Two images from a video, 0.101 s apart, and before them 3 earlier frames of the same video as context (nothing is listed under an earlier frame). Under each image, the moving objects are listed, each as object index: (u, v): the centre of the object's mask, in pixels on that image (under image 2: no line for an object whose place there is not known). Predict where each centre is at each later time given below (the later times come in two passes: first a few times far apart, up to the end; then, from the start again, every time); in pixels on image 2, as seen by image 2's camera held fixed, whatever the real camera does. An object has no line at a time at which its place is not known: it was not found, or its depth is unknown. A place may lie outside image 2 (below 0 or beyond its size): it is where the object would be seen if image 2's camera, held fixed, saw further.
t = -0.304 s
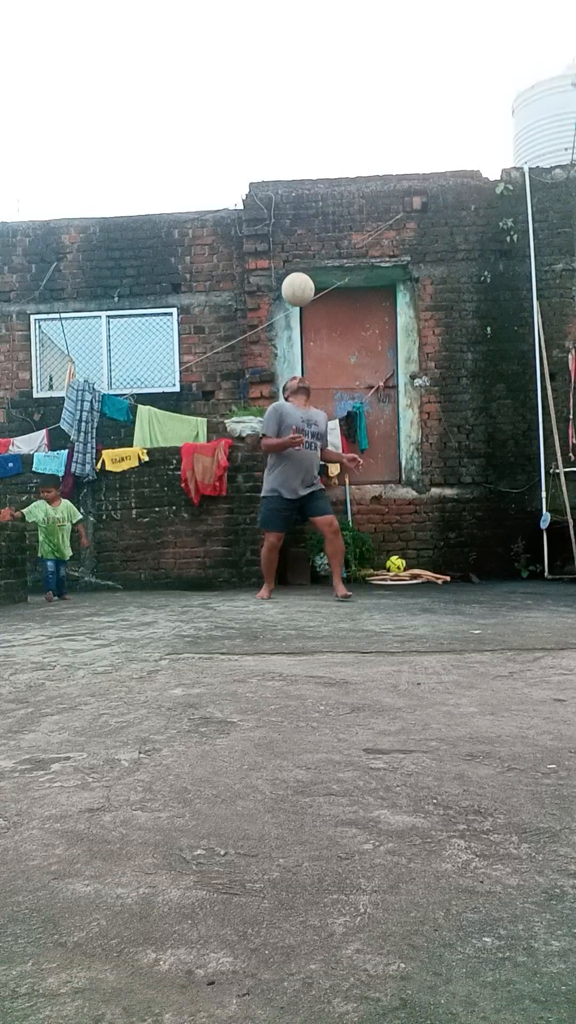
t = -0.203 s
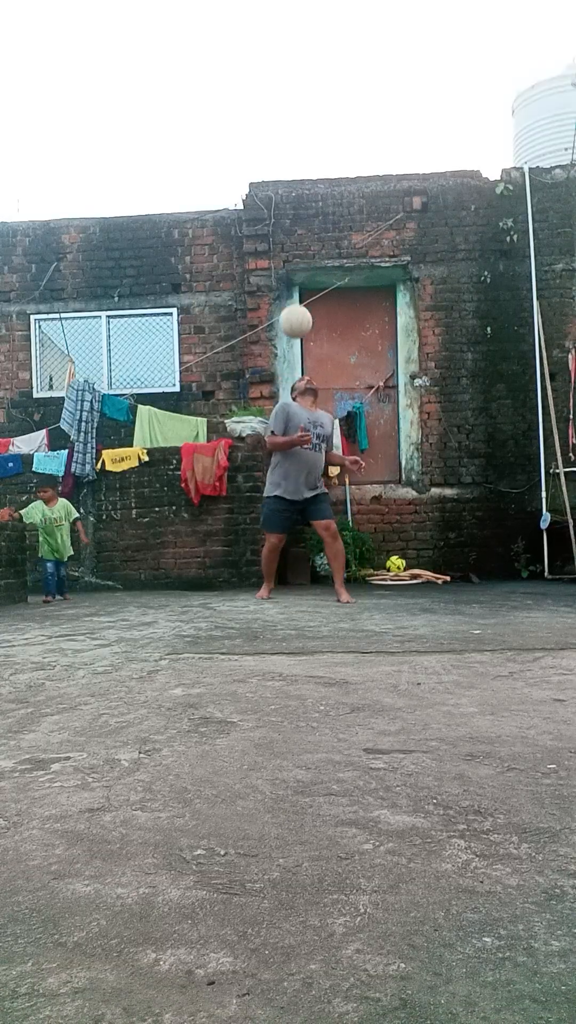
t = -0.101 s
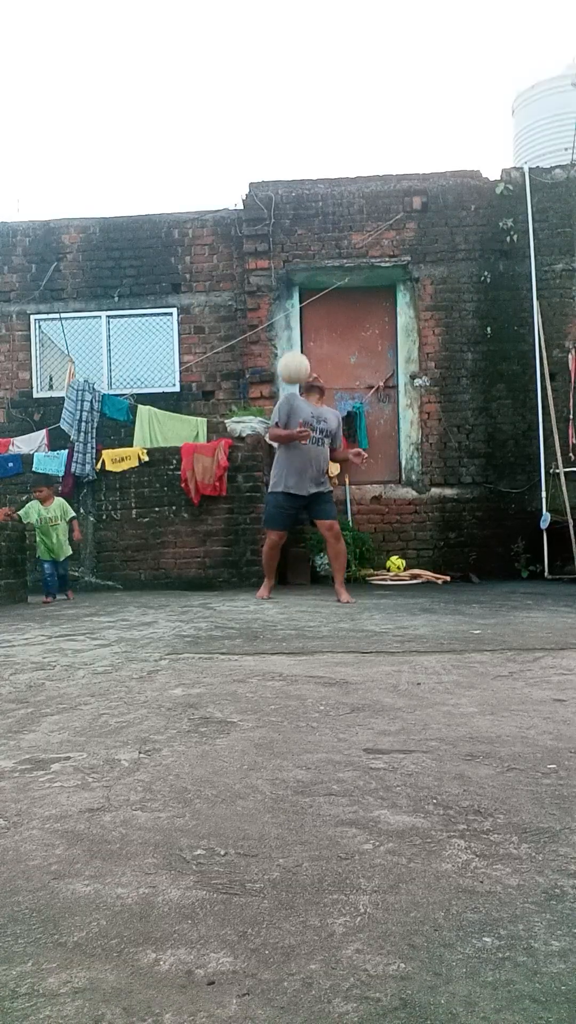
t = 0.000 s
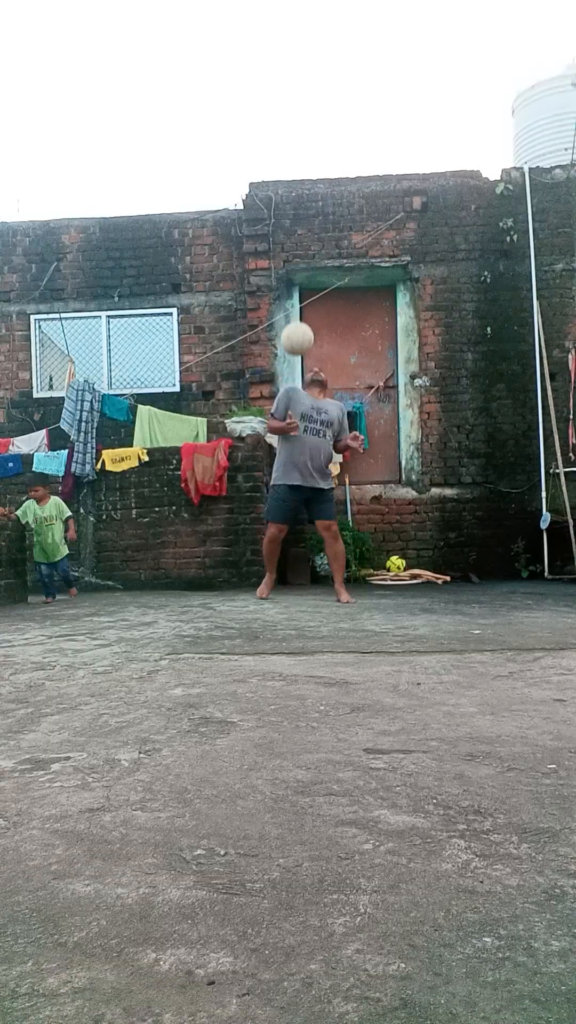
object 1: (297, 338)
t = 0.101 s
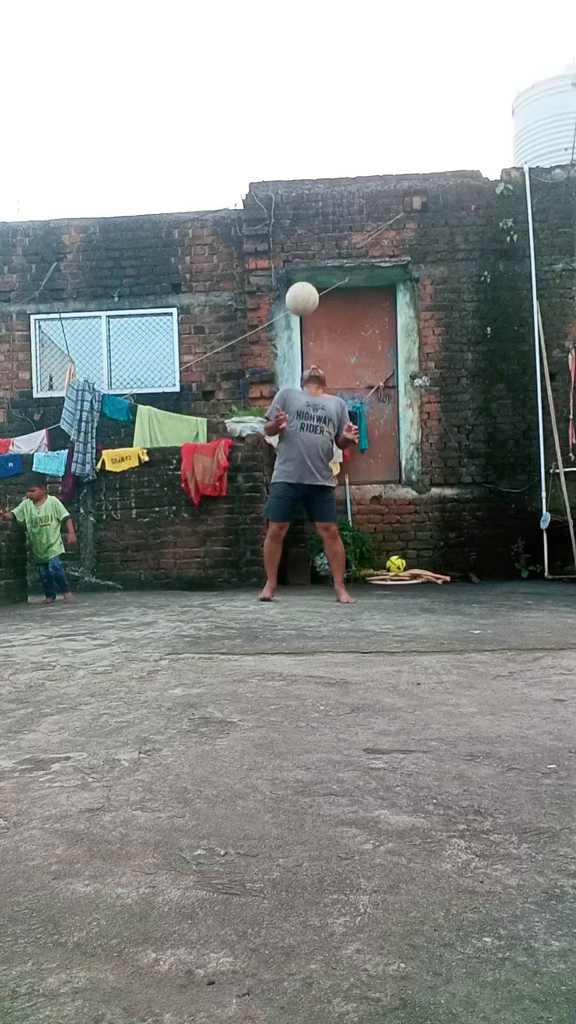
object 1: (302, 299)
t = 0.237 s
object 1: (309, 270)
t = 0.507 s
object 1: (326, 289)
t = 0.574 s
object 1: (330, 310)
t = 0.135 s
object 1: (304, 289)
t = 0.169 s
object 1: (305, 281)
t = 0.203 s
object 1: (307, 275)
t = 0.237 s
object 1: (309, 270)
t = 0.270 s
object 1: (311, 266)
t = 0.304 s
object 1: (313, 265)
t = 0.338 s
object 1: (315, 265)
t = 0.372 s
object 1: (317, 267)
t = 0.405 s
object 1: (319, 270)
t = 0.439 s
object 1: (321, 275)
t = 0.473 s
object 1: (324, 282)
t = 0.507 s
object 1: (326, 289)
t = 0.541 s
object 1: (328, 299)
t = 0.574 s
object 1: (330, 310)
